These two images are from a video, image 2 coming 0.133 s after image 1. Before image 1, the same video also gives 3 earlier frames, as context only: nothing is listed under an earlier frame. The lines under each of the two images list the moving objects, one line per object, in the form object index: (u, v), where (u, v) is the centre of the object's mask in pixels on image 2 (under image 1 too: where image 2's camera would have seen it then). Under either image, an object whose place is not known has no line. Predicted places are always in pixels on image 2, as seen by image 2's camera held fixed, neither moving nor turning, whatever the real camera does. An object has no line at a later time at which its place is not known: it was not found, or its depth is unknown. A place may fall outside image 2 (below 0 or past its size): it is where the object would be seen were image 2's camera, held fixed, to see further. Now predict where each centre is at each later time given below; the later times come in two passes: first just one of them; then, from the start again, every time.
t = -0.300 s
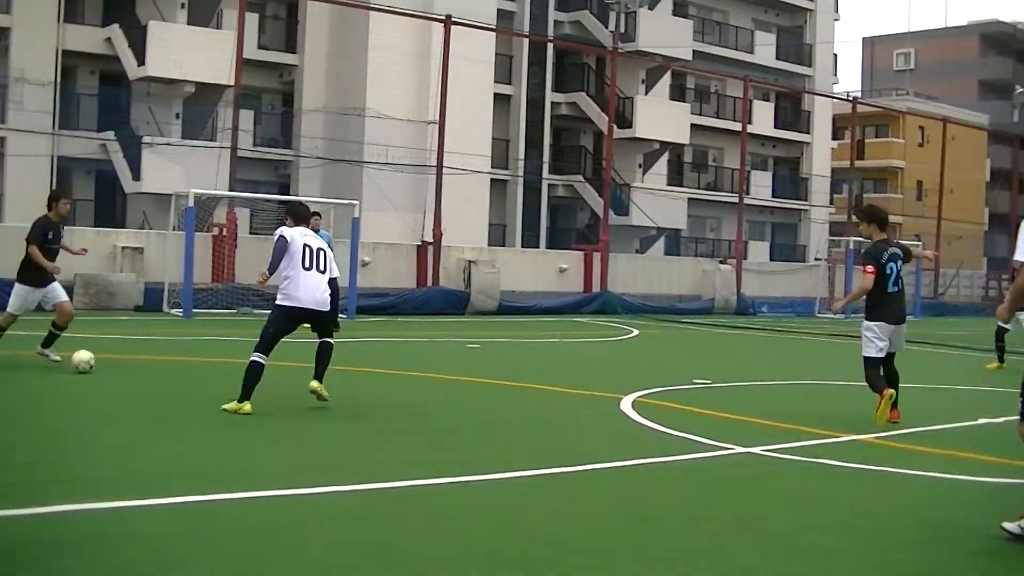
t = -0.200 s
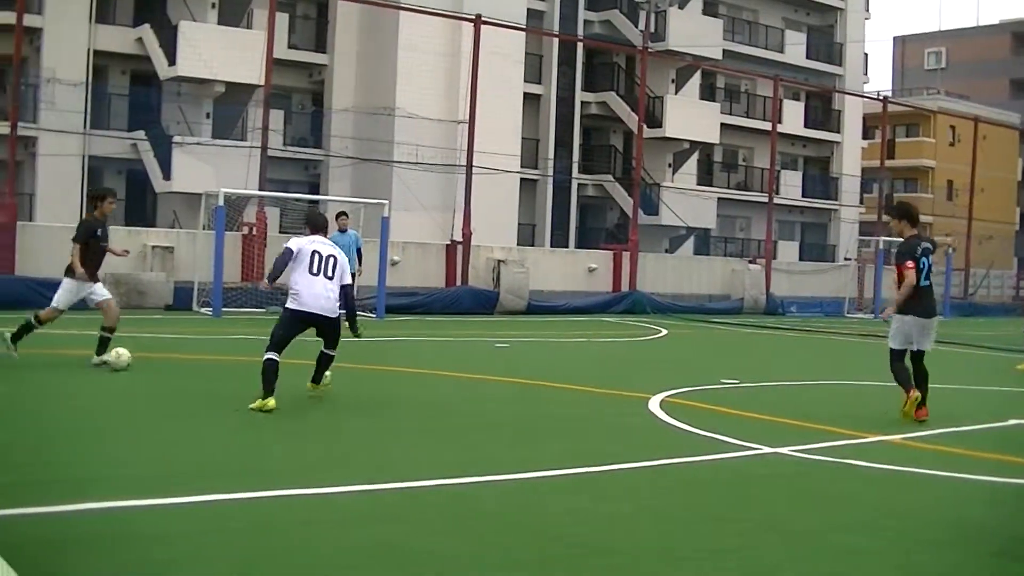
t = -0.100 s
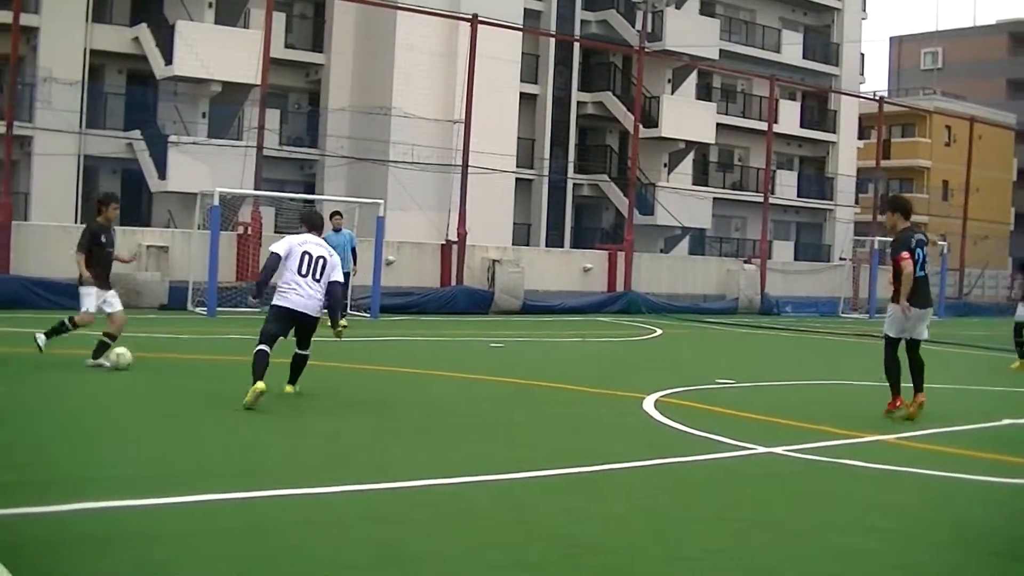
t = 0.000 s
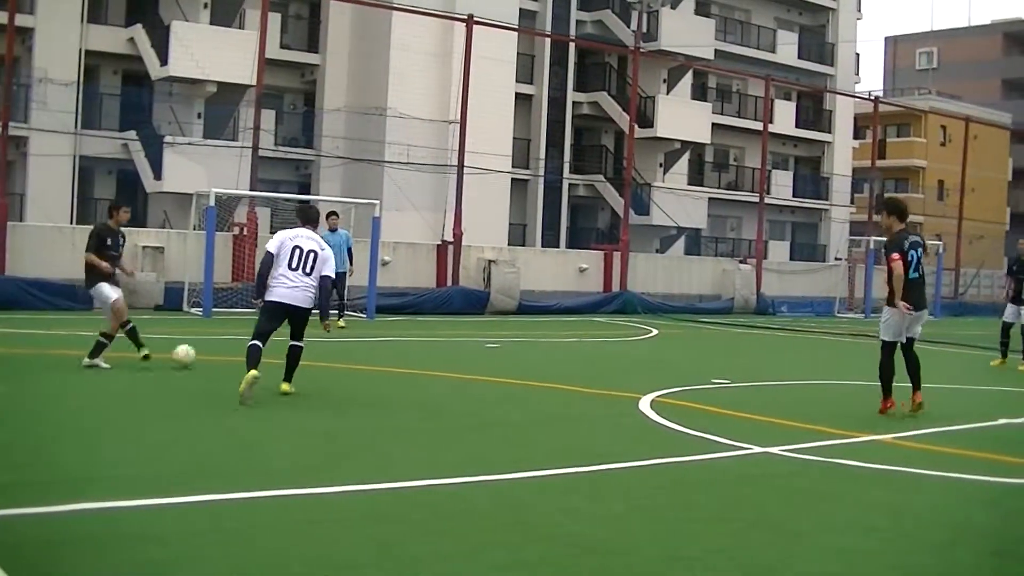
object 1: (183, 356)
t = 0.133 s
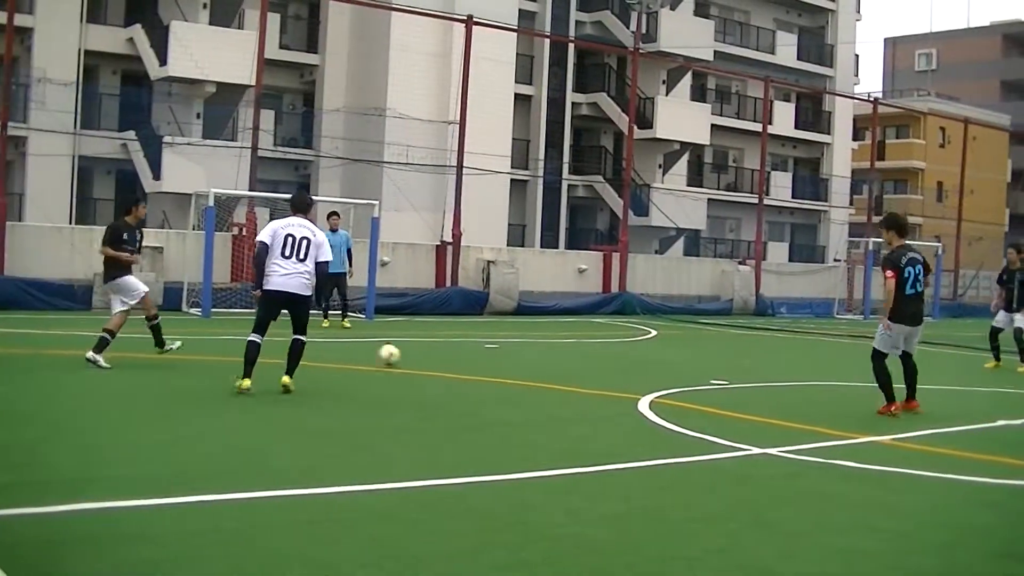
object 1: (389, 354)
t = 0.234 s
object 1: (521, 356)
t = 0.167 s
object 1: (435, 356)
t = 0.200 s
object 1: (480, 356)
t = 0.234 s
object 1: (521, 356)
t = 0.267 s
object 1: (561, 356)
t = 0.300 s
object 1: (599, 358)
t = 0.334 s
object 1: (635, 356)
